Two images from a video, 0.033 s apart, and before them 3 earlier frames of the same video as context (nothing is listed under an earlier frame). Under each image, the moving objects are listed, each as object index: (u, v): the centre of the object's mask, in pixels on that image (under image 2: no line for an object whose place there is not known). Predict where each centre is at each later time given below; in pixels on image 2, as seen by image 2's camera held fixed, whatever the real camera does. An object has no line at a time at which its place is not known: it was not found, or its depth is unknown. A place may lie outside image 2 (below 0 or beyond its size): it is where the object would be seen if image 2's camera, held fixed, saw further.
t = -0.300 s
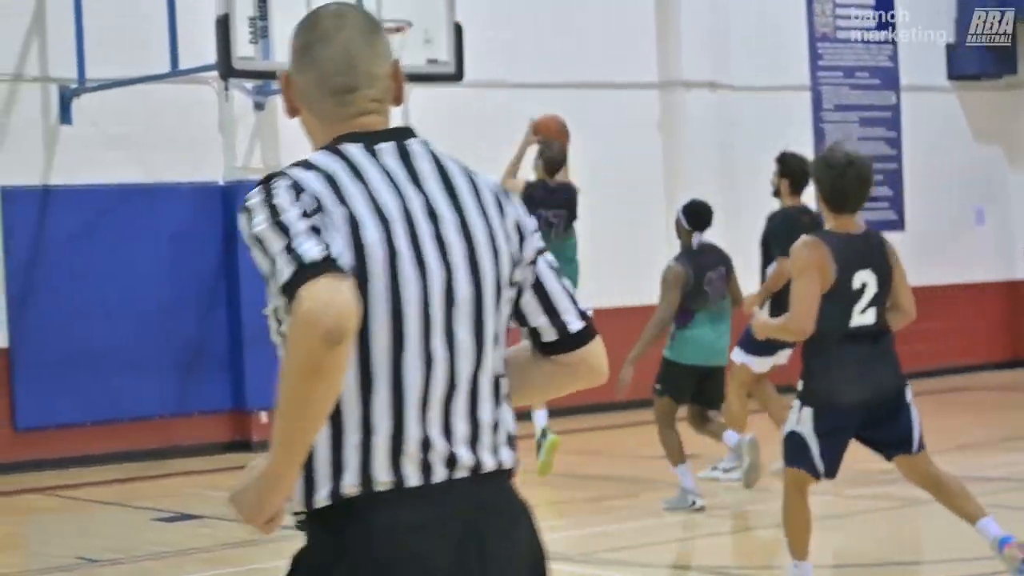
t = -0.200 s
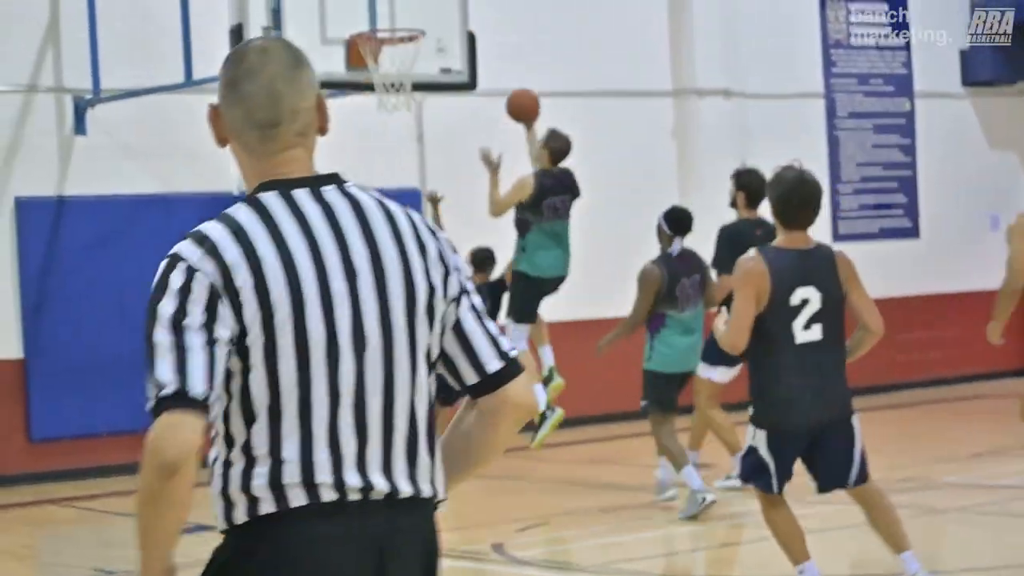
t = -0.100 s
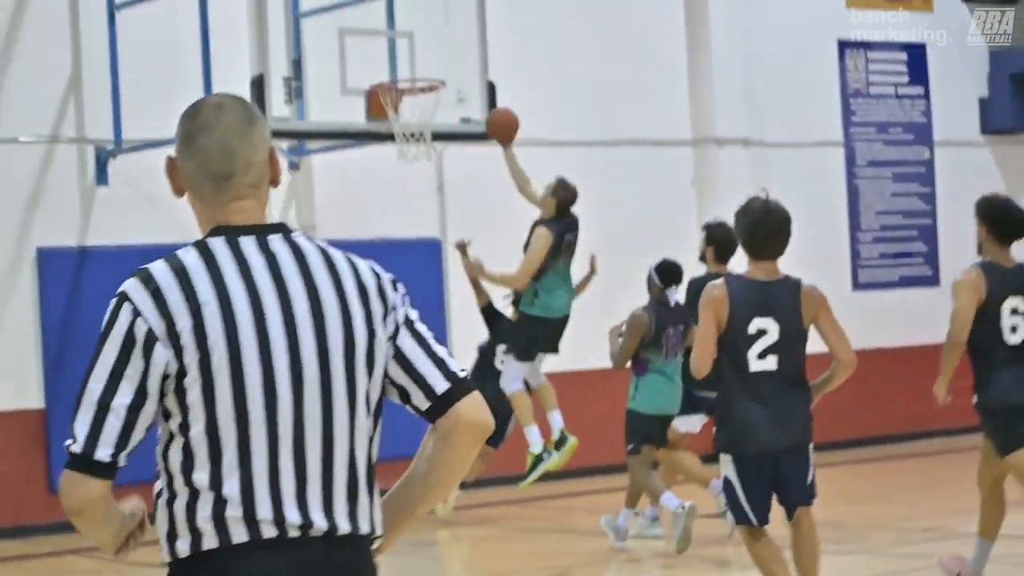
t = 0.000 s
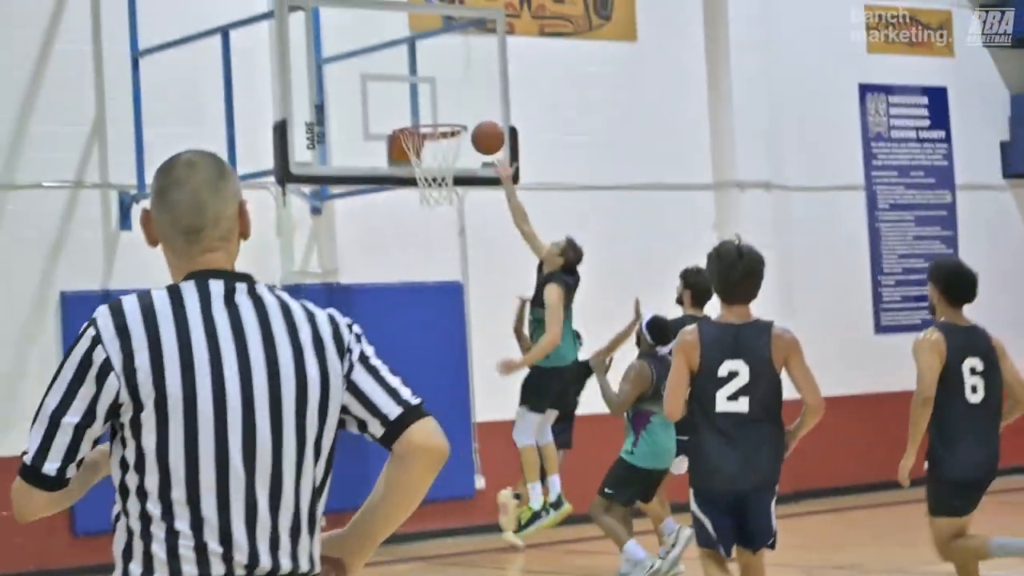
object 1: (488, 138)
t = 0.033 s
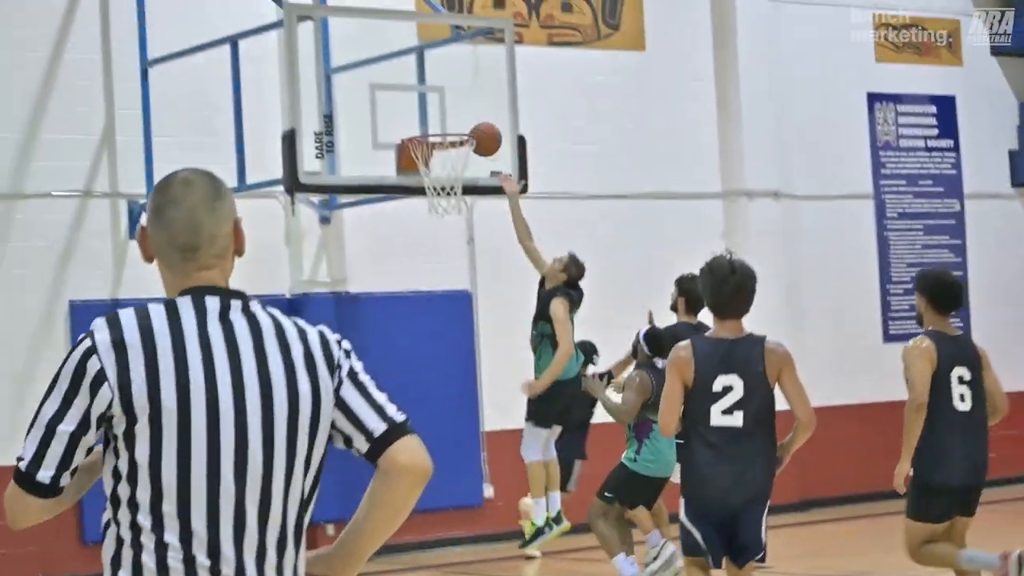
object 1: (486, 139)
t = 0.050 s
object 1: (480, 135)
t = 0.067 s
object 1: (474, 131)
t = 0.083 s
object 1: (467, 130)
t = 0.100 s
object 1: (461, 129)
